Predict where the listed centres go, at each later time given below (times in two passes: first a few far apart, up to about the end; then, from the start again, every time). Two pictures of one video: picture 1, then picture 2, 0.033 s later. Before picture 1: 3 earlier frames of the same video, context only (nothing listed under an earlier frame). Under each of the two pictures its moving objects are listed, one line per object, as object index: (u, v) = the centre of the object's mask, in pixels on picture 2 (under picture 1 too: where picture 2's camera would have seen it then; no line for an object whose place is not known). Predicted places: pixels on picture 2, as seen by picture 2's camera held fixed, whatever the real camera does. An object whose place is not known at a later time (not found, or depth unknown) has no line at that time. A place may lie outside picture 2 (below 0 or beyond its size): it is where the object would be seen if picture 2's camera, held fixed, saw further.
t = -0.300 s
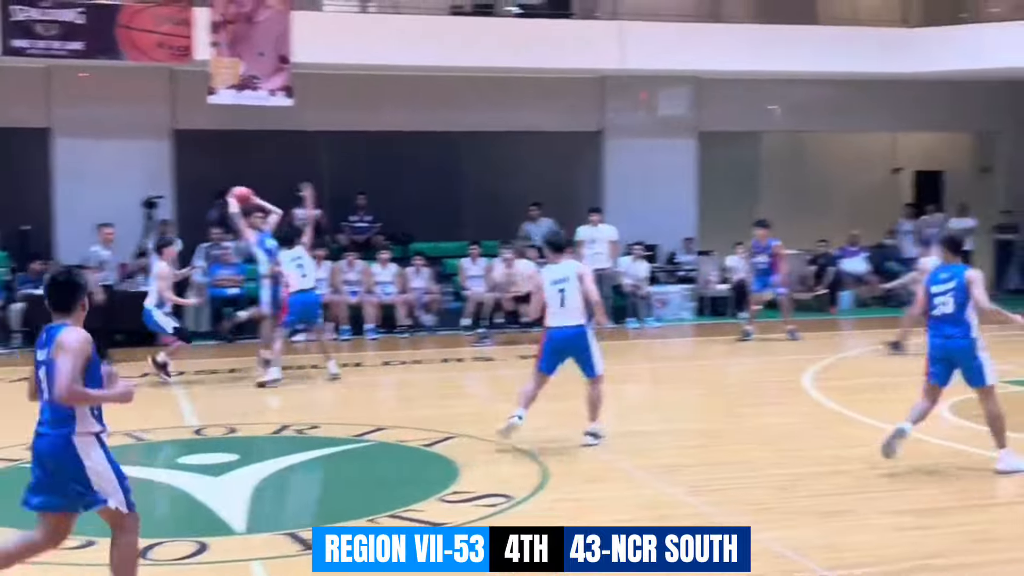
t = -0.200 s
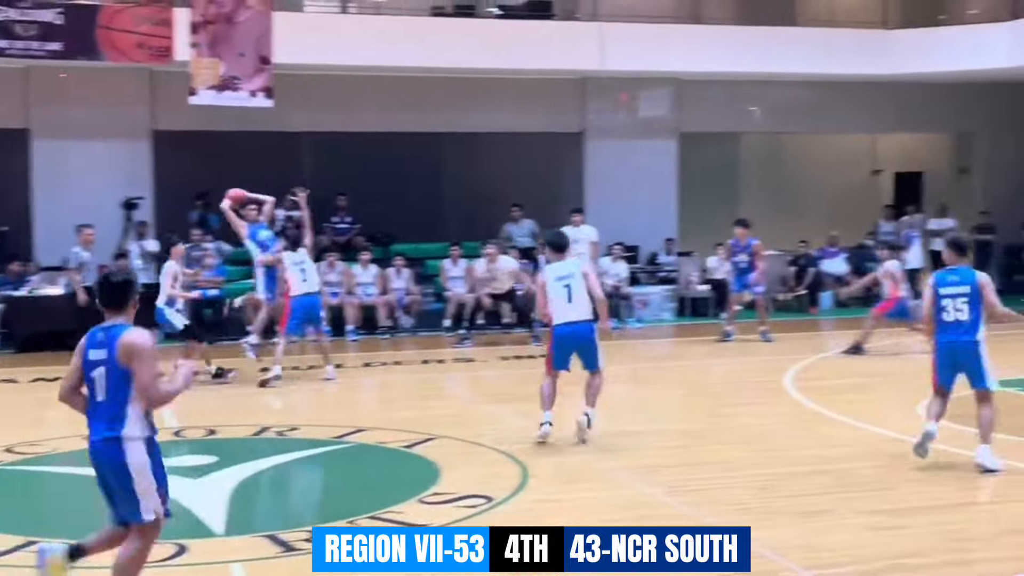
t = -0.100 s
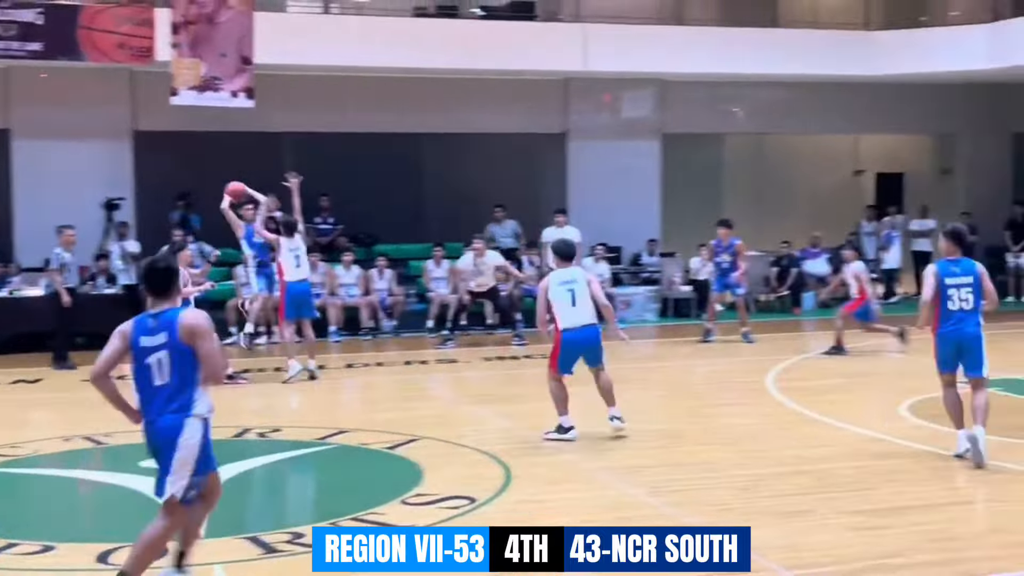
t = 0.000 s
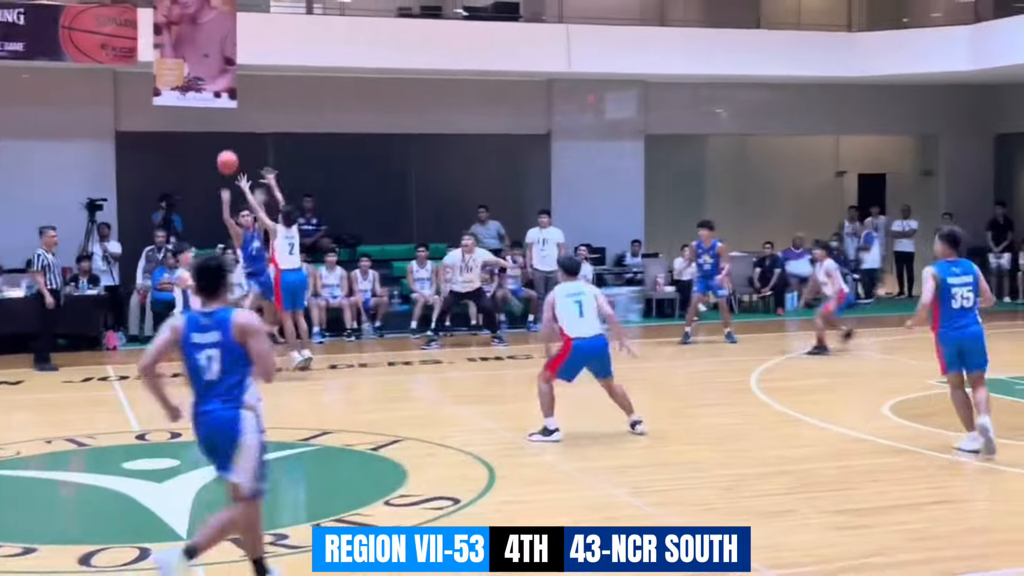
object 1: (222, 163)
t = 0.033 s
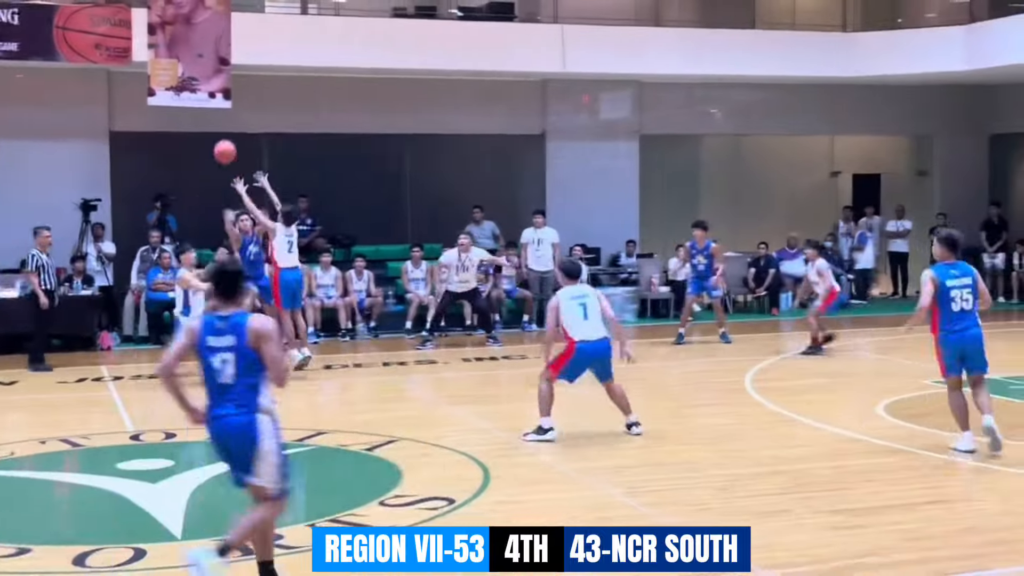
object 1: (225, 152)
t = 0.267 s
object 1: (249, 101)
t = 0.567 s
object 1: (288, 111)
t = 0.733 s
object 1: (314, 165)
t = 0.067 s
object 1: (228, 142)
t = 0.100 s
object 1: (231, 133)
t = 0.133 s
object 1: (233, 125)
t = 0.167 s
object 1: (238, 118)
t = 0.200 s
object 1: (241, 111)
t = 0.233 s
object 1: (245, 106)
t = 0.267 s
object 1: (249, 101)
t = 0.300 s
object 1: (252, 98)
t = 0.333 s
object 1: (256, 96)
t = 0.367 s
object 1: (260, 94)
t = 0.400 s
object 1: (264, 94)
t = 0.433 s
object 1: (268, 95)
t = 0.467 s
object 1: (273, 97)
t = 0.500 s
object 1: (278, 100)
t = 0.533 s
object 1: (283, 105)
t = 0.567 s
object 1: (288, 111)
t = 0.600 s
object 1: (293, 118)
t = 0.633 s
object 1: (298, 128)
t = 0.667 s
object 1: (303, 139)
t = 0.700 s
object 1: (308, 151)
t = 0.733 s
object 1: (314, 165)
